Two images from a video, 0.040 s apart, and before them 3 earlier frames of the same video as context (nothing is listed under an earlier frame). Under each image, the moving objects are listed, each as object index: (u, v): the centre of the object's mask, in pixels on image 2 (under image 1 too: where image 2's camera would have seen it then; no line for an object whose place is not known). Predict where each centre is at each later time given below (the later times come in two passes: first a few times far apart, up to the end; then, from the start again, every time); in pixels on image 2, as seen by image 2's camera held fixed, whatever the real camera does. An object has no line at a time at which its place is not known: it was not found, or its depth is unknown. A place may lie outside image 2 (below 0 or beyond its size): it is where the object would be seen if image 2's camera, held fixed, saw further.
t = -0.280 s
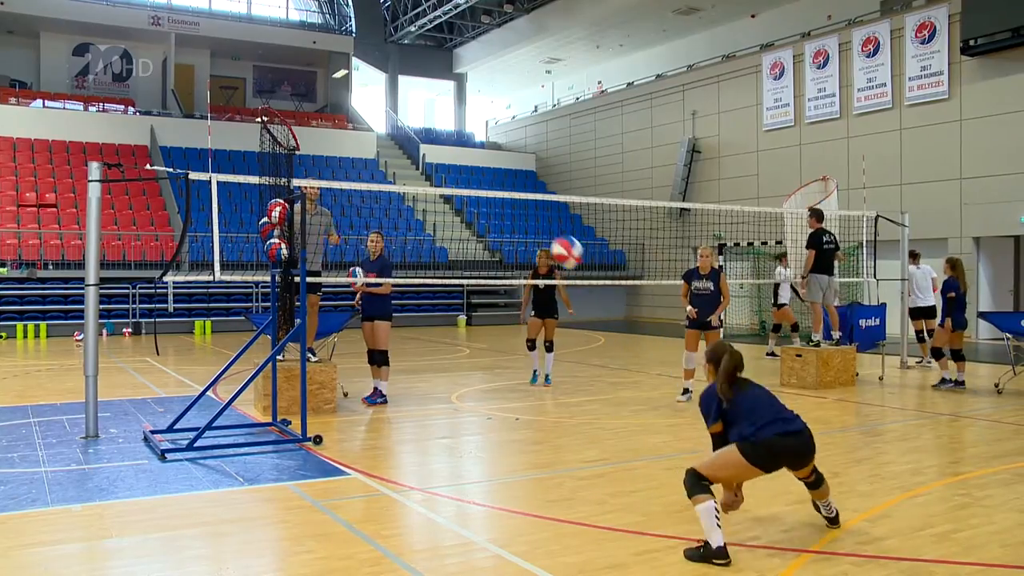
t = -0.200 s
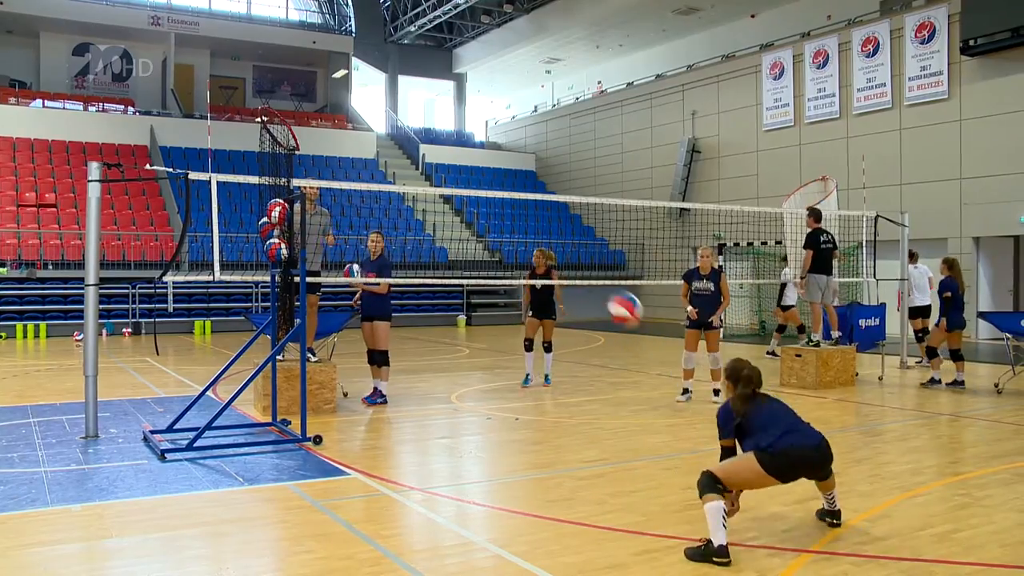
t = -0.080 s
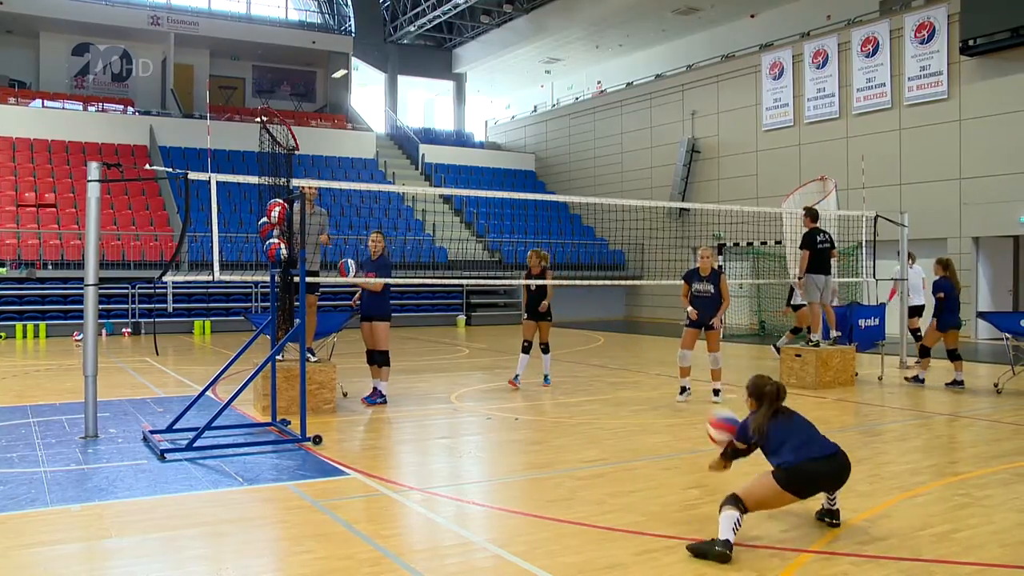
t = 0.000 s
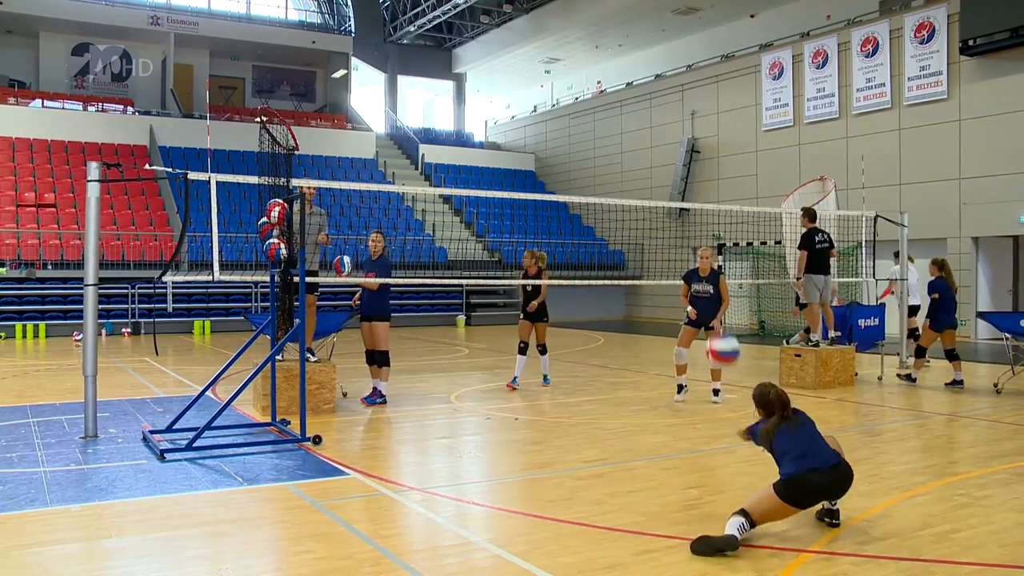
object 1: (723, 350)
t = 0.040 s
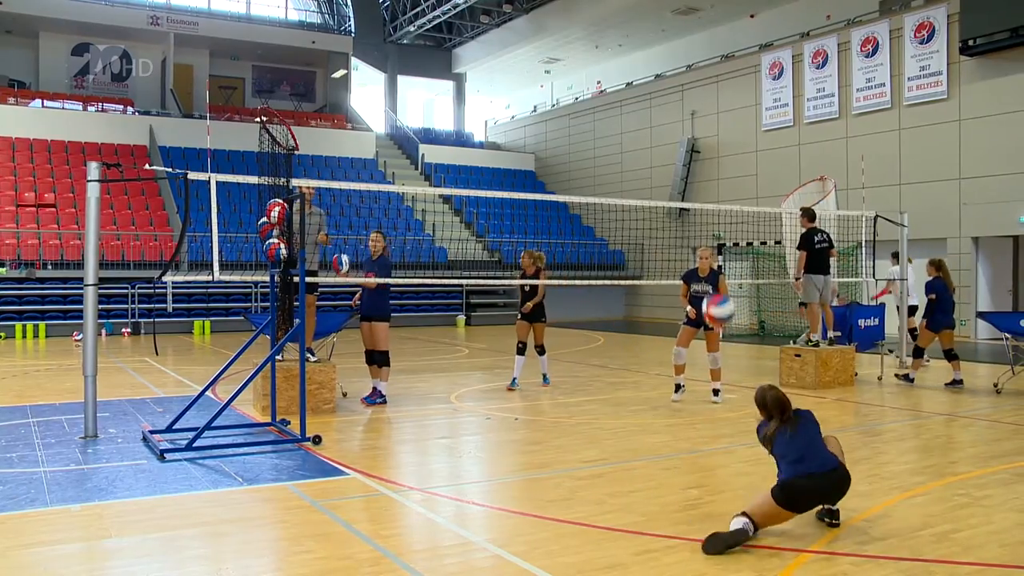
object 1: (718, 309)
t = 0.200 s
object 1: (702, 189)
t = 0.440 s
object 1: (683, 104)
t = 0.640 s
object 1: (671, 96)
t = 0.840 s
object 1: (661, 129)
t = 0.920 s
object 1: (658, 152)
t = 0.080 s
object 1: (714, 272)
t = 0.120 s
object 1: (710, 241)
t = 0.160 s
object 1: (706, 214)
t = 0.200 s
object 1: (702, 189)
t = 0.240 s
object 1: (699, 169)
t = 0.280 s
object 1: (694, 150)
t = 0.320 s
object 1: (691, 135)
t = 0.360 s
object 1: (688, 122)
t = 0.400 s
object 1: (685, 112)
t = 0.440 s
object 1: (683, 104)
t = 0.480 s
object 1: (680, 99)
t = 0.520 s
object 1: (678, 95)
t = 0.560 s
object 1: (675, 94)
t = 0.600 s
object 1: (673, 94)
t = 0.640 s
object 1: (671, 96)
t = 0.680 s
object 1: (669, 100)
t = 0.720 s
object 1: (668, 105)
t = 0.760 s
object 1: (665, 112)
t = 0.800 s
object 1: (663, 120)
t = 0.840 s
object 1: (661, 129)
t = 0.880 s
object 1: (659, 140)
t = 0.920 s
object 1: (658, 152)
